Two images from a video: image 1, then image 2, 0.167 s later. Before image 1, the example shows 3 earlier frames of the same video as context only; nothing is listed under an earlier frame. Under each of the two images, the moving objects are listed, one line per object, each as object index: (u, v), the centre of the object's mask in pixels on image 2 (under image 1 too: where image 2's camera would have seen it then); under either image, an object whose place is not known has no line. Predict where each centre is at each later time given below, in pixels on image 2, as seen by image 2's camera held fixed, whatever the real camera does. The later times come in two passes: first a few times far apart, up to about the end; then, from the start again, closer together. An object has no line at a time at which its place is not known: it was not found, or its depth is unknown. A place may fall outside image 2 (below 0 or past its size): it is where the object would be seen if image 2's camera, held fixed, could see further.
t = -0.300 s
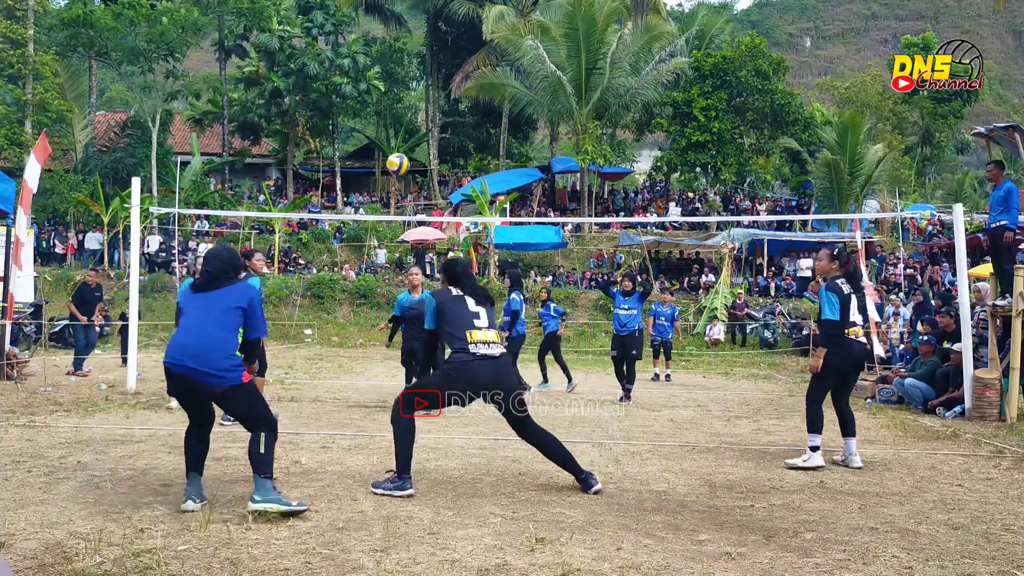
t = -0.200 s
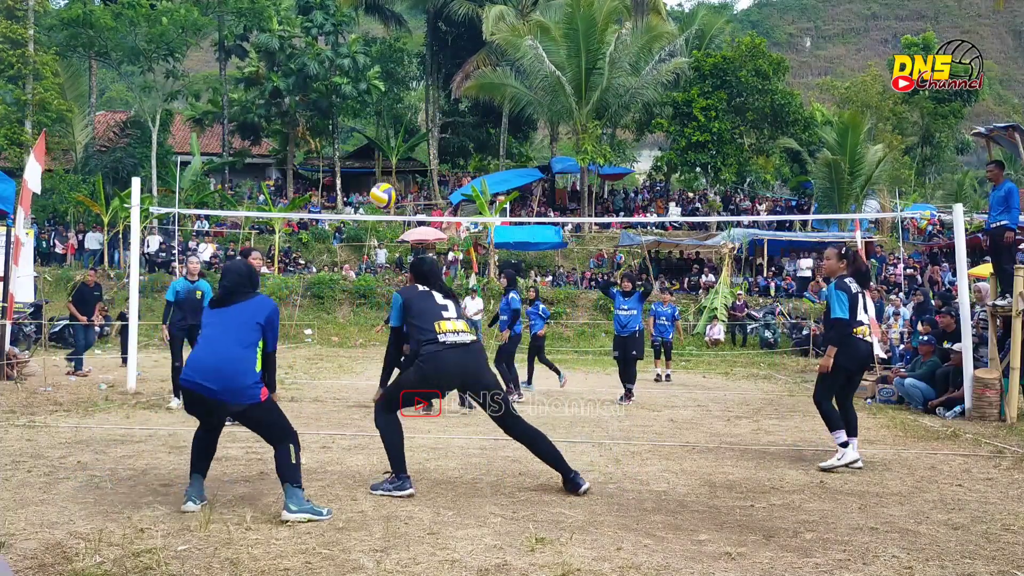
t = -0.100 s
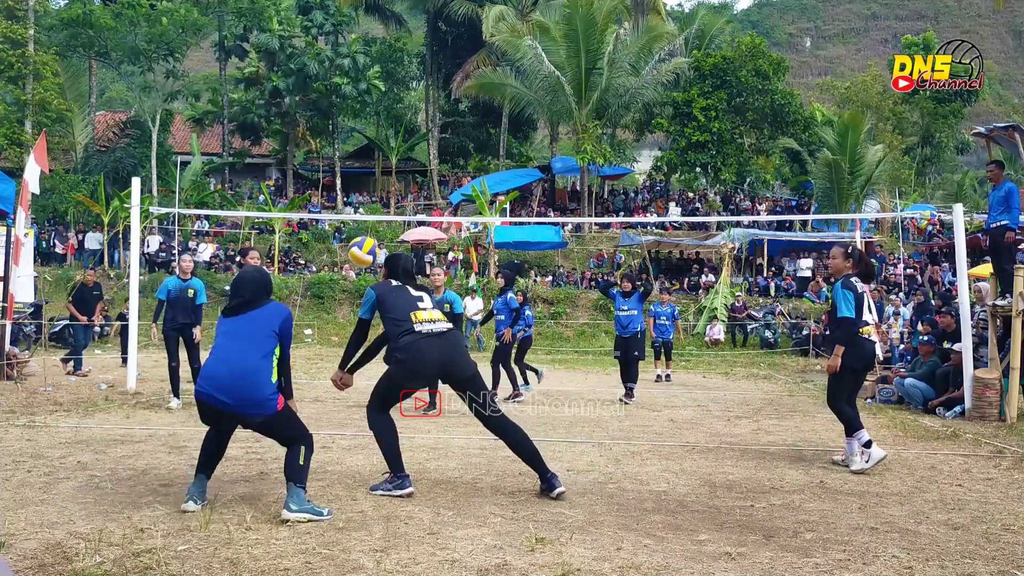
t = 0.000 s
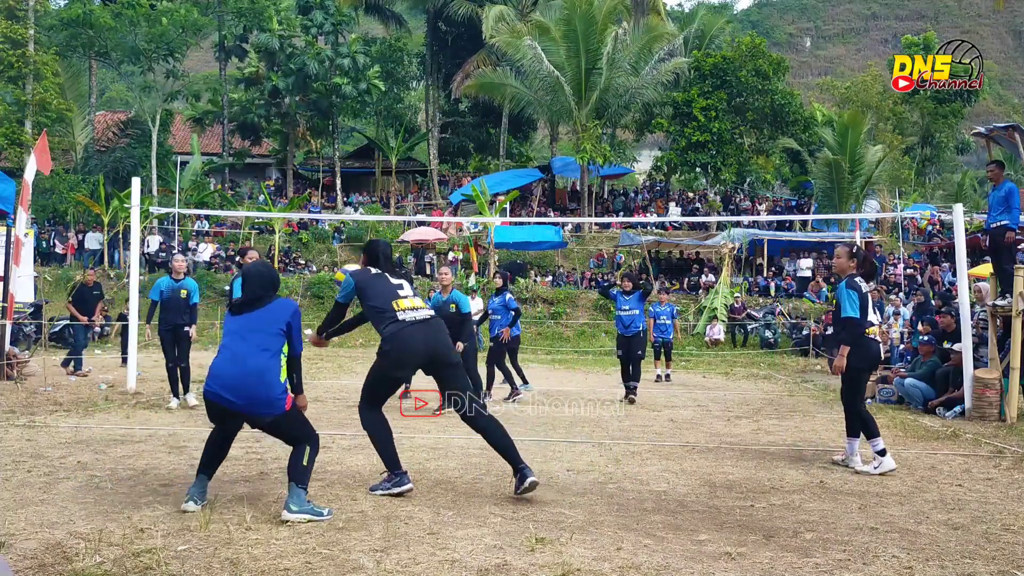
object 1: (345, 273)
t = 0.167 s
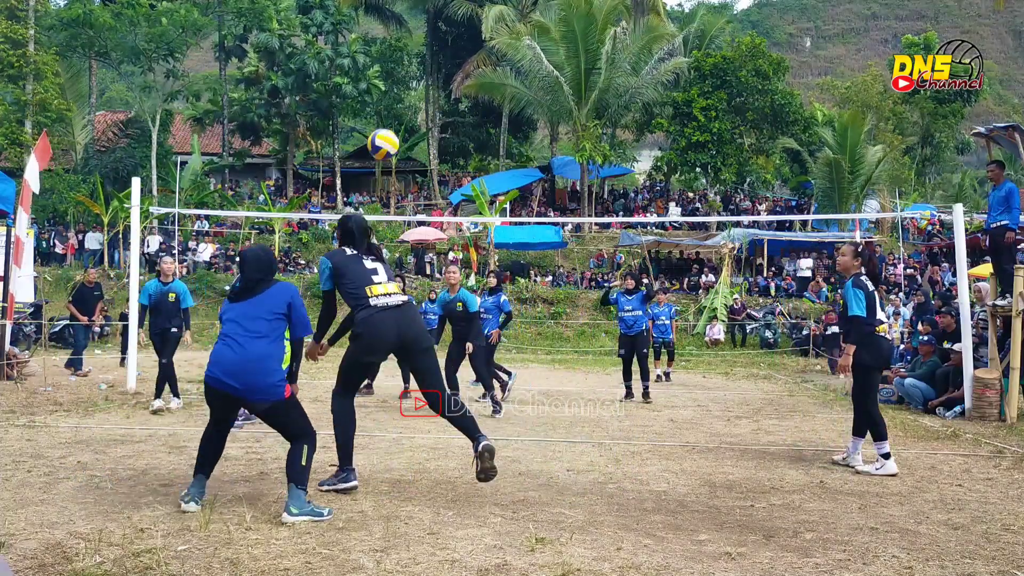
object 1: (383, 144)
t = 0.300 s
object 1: (406, 75)
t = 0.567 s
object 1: (438, 25)
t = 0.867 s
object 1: (470, 65)
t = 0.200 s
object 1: (389, 124)
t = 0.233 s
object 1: (393, 106)
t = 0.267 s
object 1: (399, 90)
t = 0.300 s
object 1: (406, 75)
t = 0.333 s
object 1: (409, 65)
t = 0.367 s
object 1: (413, 53)
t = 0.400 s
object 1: (418, 44)
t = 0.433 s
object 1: (422, 38)
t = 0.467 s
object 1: (426, 32)
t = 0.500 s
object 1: (431, 28)
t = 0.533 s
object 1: (435, 24)
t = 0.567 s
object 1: (438, 25)
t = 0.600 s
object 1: (442, 25)
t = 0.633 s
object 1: (446, 25)
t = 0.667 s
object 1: (450, 28)
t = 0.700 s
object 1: (453, 32)
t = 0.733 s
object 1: (456, 37)
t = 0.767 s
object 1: (460, 42)
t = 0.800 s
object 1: (463, 50)
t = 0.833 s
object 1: (466, 58)
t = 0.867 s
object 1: (470, 65)
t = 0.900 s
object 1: (473, 77)
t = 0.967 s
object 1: (478, 100)
